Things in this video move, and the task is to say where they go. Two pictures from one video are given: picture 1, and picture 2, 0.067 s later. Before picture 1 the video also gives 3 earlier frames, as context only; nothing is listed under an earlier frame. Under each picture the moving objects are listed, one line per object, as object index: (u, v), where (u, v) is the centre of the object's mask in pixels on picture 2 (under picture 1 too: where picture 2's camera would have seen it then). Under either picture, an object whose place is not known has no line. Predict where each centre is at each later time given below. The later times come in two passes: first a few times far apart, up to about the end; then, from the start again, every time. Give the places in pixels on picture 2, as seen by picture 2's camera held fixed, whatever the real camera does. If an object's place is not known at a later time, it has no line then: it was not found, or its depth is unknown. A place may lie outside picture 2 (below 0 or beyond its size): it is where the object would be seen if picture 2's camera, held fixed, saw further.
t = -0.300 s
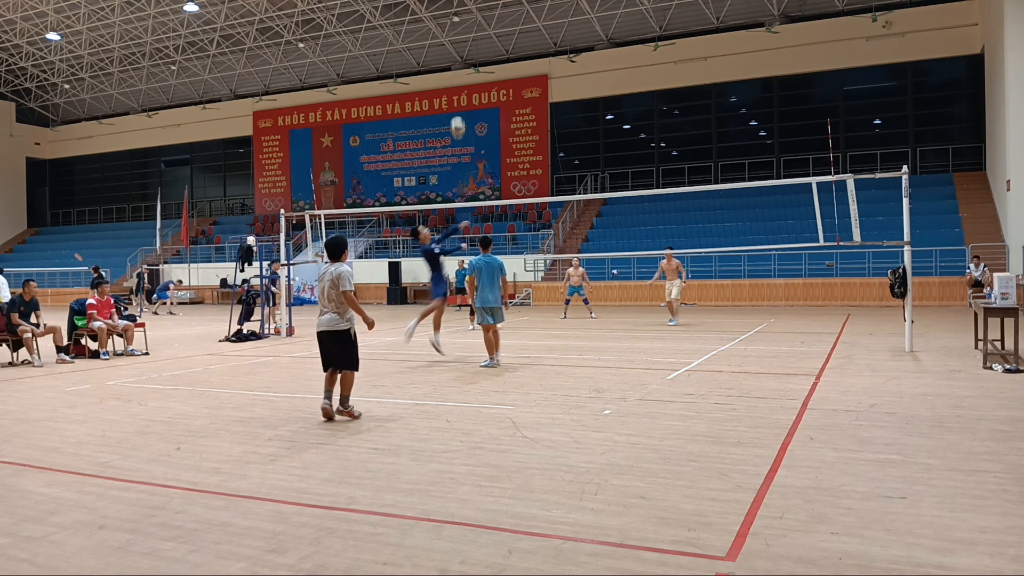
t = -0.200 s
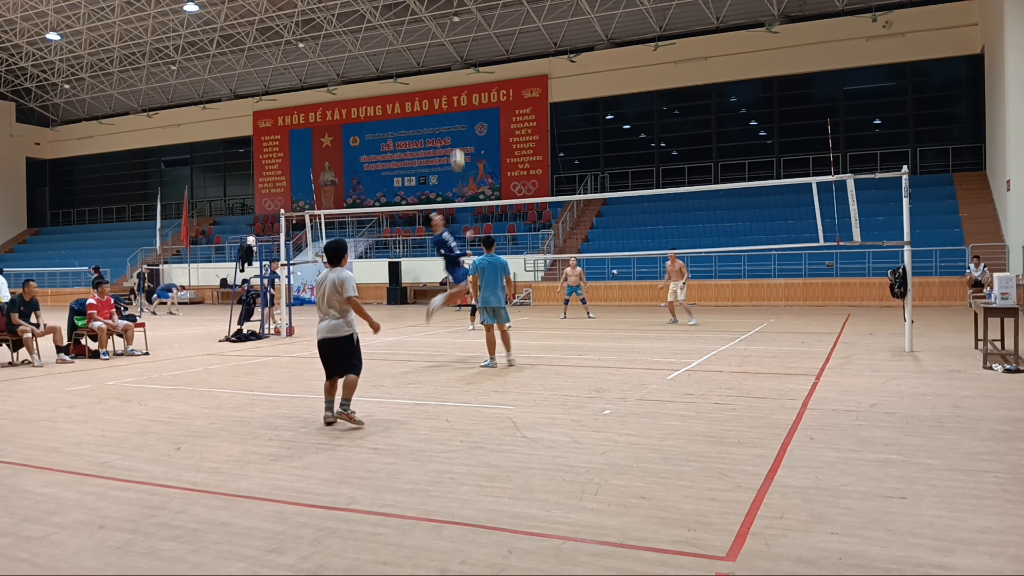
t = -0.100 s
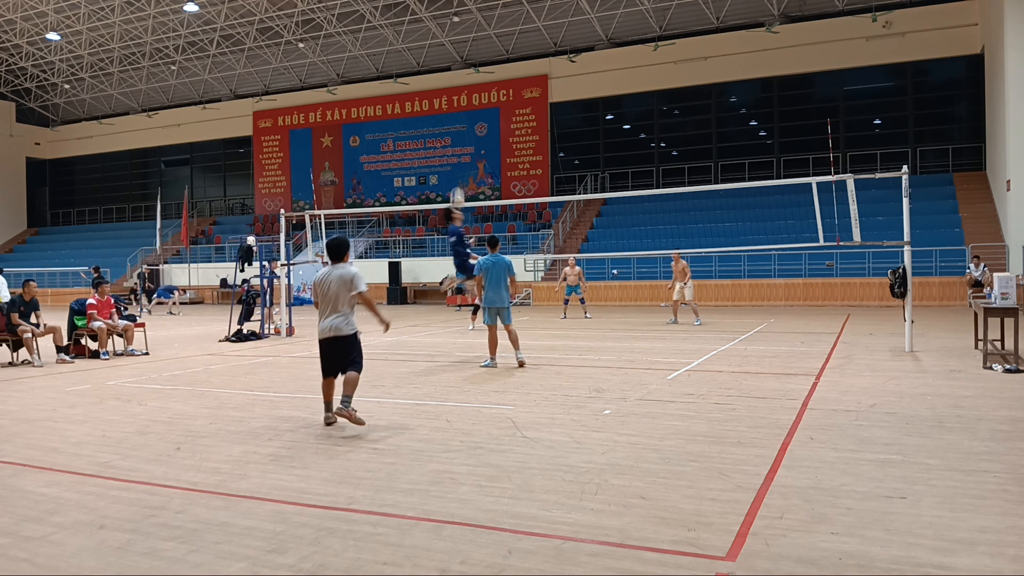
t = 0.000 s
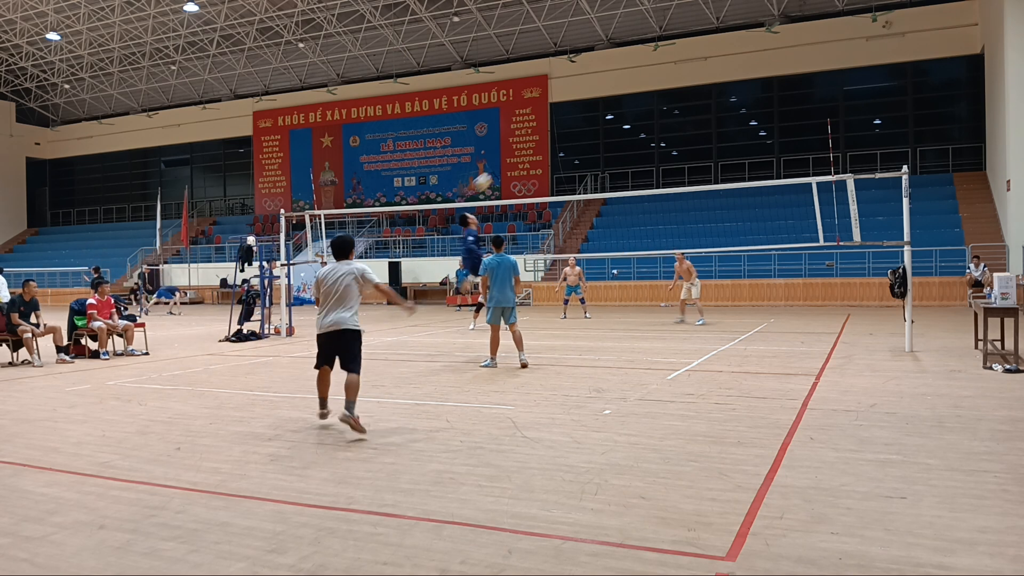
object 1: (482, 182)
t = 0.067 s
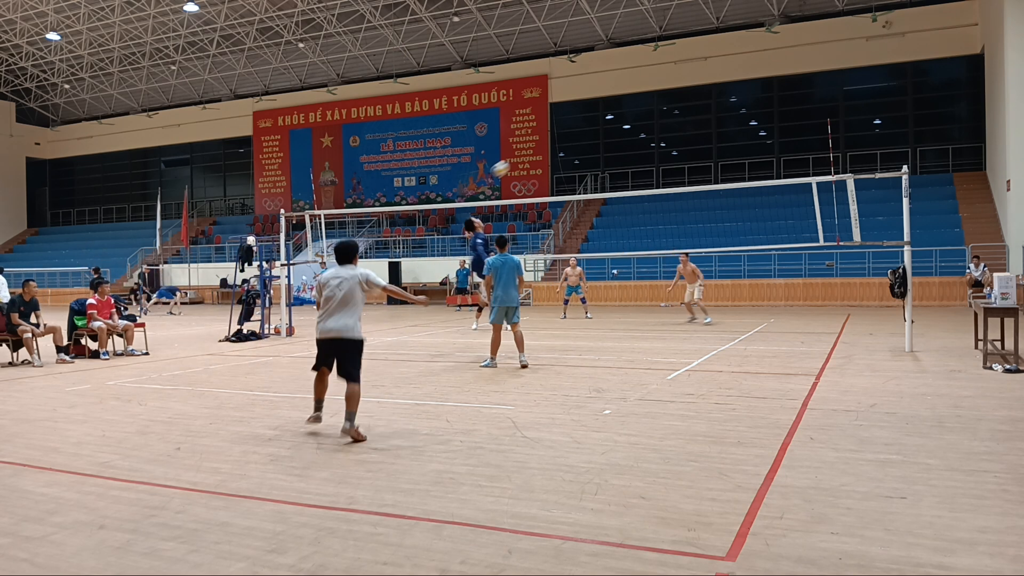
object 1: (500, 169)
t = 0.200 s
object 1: (535, 153)
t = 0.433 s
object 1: (589, 155)
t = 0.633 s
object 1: (630, 181)
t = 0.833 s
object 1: (669, 229)
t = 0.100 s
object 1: (509, 164)
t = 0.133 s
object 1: (518, 159)
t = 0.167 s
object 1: (526, 156)
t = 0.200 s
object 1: (535, 153)
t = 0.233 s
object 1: (543, 151)
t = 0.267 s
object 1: (551, 150)
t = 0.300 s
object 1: (559, 150)
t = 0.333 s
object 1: (566, 150)
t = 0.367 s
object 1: (574, 151)
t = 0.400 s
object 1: (581, 153)
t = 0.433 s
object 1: (589, 155)
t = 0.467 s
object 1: (596, 158)
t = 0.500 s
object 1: (603, 161)
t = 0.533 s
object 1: (610, 166)
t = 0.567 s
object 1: (617, 170)
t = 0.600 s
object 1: (624, 176)
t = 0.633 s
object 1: (630, 181)
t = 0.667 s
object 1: (636, 185)
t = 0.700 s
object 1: (644, 196)
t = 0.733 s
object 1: (650, 203)
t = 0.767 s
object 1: (656, 211)
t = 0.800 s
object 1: (662, 220)
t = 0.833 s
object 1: (669, 229)
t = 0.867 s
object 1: (674, 238)
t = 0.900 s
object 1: (680, 247)
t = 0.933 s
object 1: (687, 260)
